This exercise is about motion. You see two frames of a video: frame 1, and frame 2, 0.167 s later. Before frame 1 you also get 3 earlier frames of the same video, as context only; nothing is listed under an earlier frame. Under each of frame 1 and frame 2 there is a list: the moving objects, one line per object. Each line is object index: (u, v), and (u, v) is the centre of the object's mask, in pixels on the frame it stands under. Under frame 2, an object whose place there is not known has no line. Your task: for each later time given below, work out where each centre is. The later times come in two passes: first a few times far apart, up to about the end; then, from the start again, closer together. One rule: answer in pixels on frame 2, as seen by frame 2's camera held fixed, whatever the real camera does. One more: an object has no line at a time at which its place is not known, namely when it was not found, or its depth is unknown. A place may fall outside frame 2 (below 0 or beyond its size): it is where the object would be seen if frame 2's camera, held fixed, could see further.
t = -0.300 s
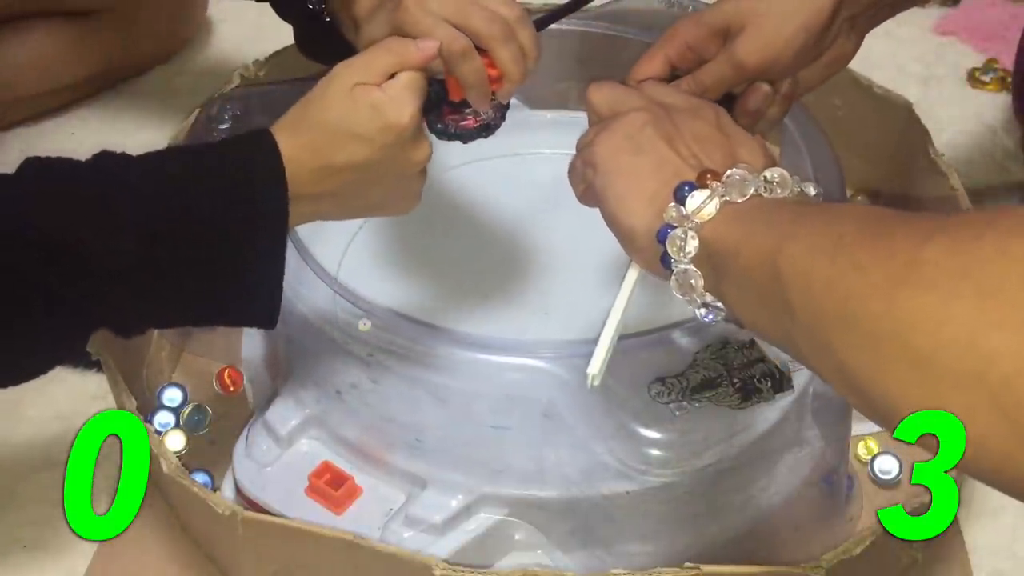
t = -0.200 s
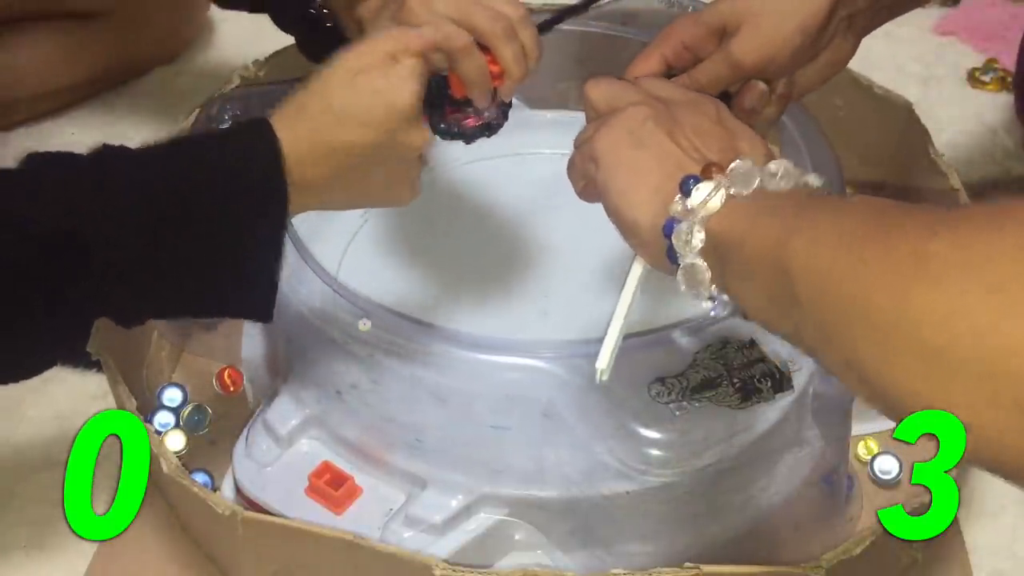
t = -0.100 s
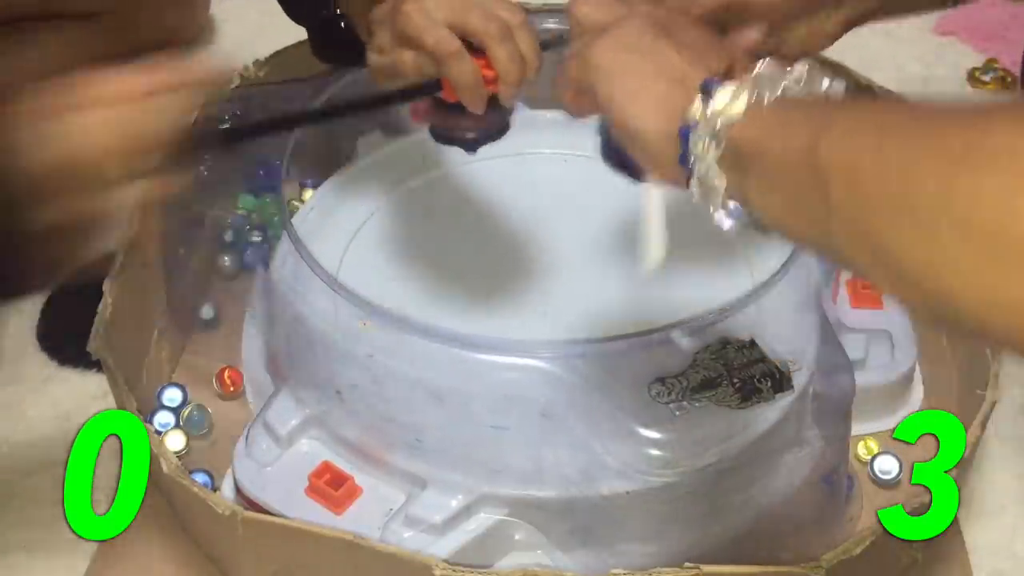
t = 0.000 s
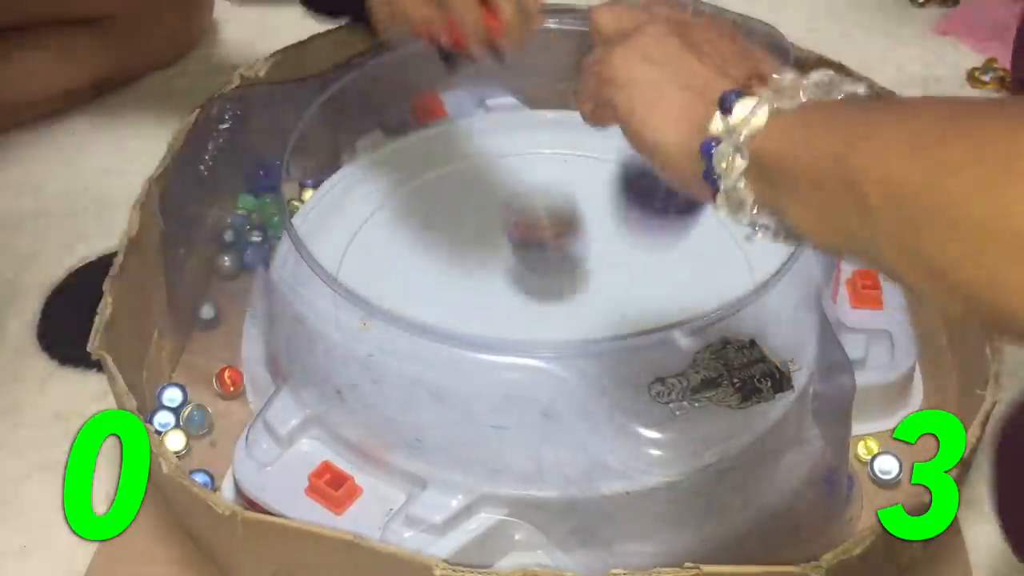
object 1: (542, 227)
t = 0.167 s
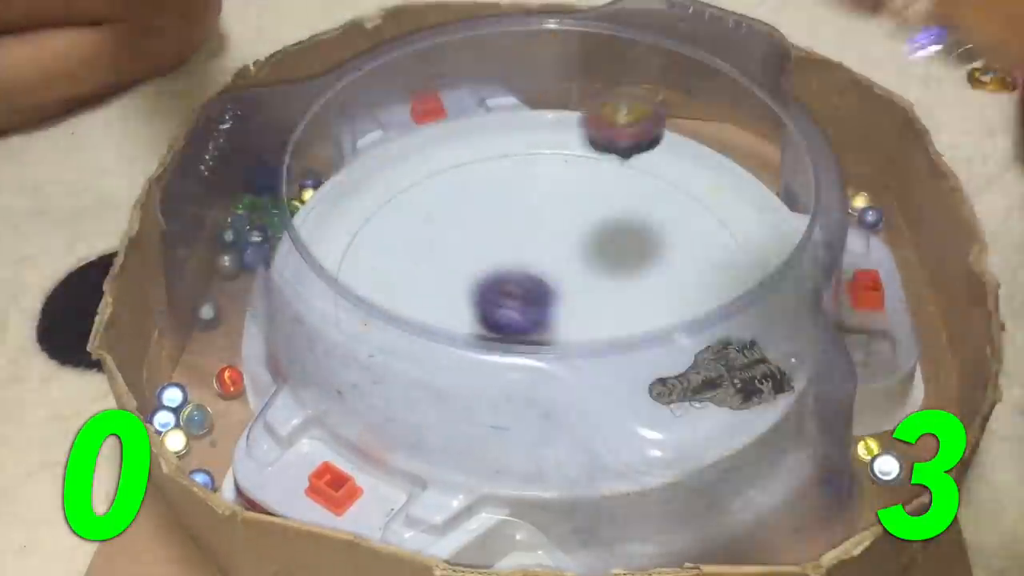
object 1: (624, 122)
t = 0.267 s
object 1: (652, 167)
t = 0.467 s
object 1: (555, 190)
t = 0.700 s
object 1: (354, 292)
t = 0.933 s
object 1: (549, 405)
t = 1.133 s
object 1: (731, 295)
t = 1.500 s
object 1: (391, 185)
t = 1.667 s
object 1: (466, 398)
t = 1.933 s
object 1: (702, 184)
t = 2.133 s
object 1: (367, 223)
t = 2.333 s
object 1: (640, 403)
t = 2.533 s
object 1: (664, 164)
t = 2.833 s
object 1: (416, 379)
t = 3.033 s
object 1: (744, 310)
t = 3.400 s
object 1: (370, 202)
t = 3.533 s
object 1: (393, 369)
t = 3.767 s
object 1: (739, 315)
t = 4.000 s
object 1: (563, 137)
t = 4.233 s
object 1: (347, 289)
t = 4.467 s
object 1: (574, 432)
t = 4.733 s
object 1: (733, 304)
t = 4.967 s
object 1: (543, 188)
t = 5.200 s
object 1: (364, 223)
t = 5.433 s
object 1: (461, 362)
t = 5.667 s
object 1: (663, 294)
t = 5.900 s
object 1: (626, 165)
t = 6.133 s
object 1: (456, 184)
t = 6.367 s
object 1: (464, 345)
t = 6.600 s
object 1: (666, 350)
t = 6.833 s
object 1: (716, 237)
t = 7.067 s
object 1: (517, 202)
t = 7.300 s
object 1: (382, 279)
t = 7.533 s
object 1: (496, 393)
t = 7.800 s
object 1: (655, 273)
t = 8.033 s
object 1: (558, 170)
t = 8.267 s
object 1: (414, 206)
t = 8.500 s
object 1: (490, 348)
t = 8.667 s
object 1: (629, 344)
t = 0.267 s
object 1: (652, 167)
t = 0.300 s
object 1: (646, 161)
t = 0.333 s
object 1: (632, 148)
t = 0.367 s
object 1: (617, 149)
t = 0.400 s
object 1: (601, 164)
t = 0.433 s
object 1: (582, 201)
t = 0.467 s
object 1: (555, 190)
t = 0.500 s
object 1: (528, 216)
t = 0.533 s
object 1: (498, 232)
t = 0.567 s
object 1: (466, 237)
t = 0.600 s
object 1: (436, 256)
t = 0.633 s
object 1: (405, 263)
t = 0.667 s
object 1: (380, 275)
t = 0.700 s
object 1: (354, 292)
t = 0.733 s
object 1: (350, 309)
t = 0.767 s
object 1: (373, 338)
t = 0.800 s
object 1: (399, 360)
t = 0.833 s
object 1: (428, 377)
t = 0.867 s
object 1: (465, 392)
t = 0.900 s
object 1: (507, 397)
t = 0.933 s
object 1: (549, 405)
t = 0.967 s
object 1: (597, 394)
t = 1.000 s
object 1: (630, 386)
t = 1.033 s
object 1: (658, 358)
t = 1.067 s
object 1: (688, 335)
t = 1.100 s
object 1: (720, 312)
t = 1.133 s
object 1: (731, 295)
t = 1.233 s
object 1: (717, 206)
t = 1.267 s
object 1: (697, 181)
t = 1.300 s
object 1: (670, 160)
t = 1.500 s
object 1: (391, 185)
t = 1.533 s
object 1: (361, 224)
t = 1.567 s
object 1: (350, 271)
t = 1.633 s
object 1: (399, 369)
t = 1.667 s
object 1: (466, 398)
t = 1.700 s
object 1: (539, 413)
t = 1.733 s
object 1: (613, 405)
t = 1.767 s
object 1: (656, 395)
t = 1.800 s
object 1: (731, 328)
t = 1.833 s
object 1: (752, 306)
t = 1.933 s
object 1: (702, 184)
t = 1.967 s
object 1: (652, 163)
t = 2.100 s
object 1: (407, 181)
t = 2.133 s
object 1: (367, 223)
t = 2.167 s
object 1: (351, 270)
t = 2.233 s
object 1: (415, 374)
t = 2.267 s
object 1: (491, 408)
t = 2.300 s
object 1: (561, 417)
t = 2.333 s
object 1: (640, 403)
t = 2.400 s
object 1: (743, 314)
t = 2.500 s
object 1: (712, 195)
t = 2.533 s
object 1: (664, 164)
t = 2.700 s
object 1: (379, 198)
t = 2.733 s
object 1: (355, 246)
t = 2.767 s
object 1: (347, 291)
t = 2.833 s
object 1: (416, 379)
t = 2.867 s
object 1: (479, 408)
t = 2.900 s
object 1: (546, 415)
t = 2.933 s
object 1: (616, 405)
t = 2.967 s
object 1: (658, 397)
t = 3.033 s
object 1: (744, 310)
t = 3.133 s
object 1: (718, 206)
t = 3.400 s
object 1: (370, 202)
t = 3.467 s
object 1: (343, 287)
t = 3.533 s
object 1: (393, 369)
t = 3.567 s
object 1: (445, 393)
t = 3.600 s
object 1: (507, 411)
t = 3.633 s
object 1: (566, 415)
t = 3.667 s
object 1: (624, 405)
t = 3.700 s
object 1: (659, 364)
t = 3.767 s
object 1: (739, 315)
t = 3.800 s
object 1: (748, 292)
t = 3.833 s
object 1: (745, 256)
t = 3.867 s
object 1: (734, 225)
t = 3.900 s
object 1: (711, 190)
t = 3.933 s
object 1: (666, 163)
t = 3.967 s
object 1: (618, 145)
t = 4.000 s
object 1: (563, 137)
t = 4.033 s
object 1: (511, 136)
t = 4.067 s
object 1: (464, 147)
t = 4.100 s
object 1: (420, 165)
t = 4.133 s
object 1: (385, 189)
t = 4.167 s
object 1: (361, 220)
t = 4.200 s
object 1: (349, 251)
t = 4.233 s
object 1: (347, 289)
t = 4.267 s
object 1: (359, 325)
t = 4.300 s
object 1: (378, 353)
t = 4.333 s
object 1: (411, 377)
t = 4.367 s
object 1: (450, 395)
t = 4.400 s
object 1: (491, 410)
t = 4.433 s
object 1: (532, 420)
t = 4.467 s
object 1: (574, 432)
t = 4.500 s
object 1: (621, 431)
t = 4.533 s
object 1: (661, 434)
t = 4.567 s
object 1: (697, 431)
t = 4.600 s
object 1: (723, 423)
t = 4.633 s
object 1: (759, 408)
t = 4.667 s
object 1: (772, 337)
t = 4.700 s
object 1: (751, 320)
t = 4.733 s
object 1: (733, 304)
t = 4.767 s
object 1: (710, 279)
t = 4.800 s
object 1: (687, 258)
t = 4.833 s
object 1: (663, 238)
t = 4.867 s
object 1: (636, 224)
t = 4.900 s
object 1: (605, 208)
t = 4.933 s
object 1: (575, 196)
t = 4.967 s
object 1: (543, 188)
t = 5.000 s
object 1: (510, 184)
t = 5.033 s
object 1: (479, 179)
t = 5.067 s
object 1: (449, 179)
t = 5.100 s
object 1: (418, 181)
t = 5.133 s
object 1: (393, 187)
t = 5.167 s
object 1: (371, 197)
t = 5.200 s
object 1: (364, 223)
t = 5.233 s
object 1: (359, 245)
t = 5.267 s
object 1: (360, 264)
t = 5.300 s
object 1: (364, 296)
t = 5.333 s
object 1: (376, 320)
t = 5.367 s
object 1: (396, 333)
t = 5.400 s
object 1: (424, 352)
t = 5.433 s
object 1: (461, 362)
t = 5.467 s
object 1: (499, 369)
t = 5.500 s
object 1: (539, 375)
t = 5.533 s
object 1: (574, 367)
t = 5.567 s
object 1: (605, 349)
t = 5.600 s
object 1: (632, 335)
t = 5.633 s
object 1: (649, 307)
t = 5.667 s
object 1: (663, 294)
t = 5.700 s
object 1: (670, 271)
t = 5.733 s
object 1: (673, 250)
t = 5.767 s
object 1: (670, 229)
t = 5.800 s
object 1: (663, 209)
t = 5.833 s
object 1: (655, 188)
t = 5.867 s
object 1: (643, 171)
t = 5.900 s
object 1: (626, 165)
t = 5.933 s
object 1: (608, 154)
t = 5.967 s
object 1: (584, 149)
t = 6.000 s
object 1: (556, 150)
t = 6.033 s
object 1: (530, 153)
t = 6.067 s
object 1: (505, 159)
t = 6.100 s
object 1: (478, 170)
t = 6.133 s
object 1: (456, 184)
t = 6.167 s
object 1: (436, 196)
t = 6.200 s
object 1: (424, 218)
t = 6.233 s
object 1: (417, 243)
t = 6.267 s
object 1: (420, 275)
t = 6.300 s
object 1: (427, 297)
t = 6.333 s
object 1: (442, 322)
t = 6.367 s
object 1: (464, 345)
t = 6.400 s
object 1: (492, 361)
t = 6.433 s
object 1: (521, 375)
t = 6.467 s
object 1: (552, 382)
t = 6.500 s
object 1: (585, 385)
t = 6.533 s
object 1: (614, 384)
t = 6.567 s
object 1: (641, 368)
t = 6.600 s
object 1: (666, 350)
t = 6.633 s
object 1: (691, 337)
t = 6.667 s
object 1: (714, 322)
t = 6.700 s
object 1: (731, 310)
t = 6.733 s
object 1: (737, 297)
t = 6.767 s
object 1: (738, 271)
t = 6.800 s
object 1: (731, 255)
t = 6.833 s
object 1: (716, 237)
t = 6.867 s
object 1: (696, 222)
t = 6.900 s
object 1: (672, 211)
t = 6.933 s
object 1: (643, 204)
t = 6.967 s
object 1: (613, 197)
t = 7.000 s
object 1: (581, 198)
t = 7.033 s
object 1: (550, 199)
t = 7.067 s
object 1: (517, 202)
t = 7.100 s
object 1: (488, 208)
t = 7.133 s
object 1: (460, 217)
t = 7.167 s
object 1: (436, 226)
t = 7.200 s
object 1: (415, 238)
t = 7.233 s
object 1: (397, 253)
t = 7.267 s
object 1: (385, 269)
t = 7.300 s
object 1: (382, 279)
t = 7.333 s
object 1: (376, 314)
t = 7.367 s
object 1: (378, 325)
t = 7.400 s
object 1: (389, 343)
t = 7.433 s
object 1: (408, 364)
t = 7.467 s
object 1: (433, 377)
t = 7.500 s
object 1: (464, 392)
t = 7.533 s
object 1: (496, 393)
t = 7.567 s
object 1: (528, 395)
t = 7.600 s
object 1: (564, 396)
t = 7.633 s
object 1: (593, 380)
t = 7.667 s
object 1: (617, 363)
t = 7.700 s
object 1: (638, 343)
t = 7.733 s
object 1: (650, 325)
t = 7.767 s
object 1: (654, 298)
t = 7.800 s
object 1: (655, 273)
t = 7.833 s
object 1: (650, 254)
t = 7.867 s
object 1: (642, 234)
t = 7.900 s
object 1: (630, 218)
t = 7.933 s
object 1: (615, 204)
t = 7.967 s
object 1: (598, 191)
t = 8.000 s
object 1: (579, 179)
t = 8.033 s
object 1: (558, 170)
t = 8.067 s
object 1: (535, 164)
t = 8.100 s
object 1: (512, 161)
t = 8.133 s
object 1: (490, 161)
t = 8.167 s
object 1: (466, 167)
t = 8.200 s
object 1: (445, 176)
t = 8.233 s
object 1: (427, 189)
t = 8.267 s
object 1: (414, 206)
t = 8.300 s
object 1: (406, 226)
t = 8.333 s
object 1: (404, 247)
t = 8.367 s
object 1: (408, 270)
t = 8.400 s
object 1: (422, 290)
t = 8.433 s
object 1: (439, 308)
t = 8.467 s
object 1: (461, 333)
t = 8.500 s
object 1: (490, 348)
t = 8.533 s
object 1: (517, 356)
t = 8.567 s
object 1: (547, 354)
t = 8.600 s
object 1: (577, 354)
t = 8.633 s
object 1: (604, 351)
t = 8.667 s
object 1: (629, 344)
